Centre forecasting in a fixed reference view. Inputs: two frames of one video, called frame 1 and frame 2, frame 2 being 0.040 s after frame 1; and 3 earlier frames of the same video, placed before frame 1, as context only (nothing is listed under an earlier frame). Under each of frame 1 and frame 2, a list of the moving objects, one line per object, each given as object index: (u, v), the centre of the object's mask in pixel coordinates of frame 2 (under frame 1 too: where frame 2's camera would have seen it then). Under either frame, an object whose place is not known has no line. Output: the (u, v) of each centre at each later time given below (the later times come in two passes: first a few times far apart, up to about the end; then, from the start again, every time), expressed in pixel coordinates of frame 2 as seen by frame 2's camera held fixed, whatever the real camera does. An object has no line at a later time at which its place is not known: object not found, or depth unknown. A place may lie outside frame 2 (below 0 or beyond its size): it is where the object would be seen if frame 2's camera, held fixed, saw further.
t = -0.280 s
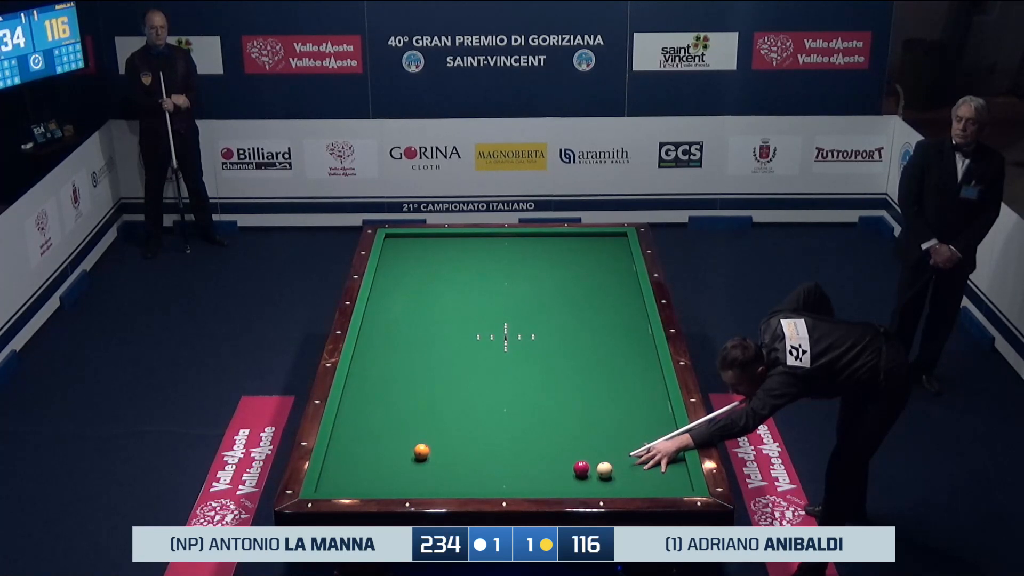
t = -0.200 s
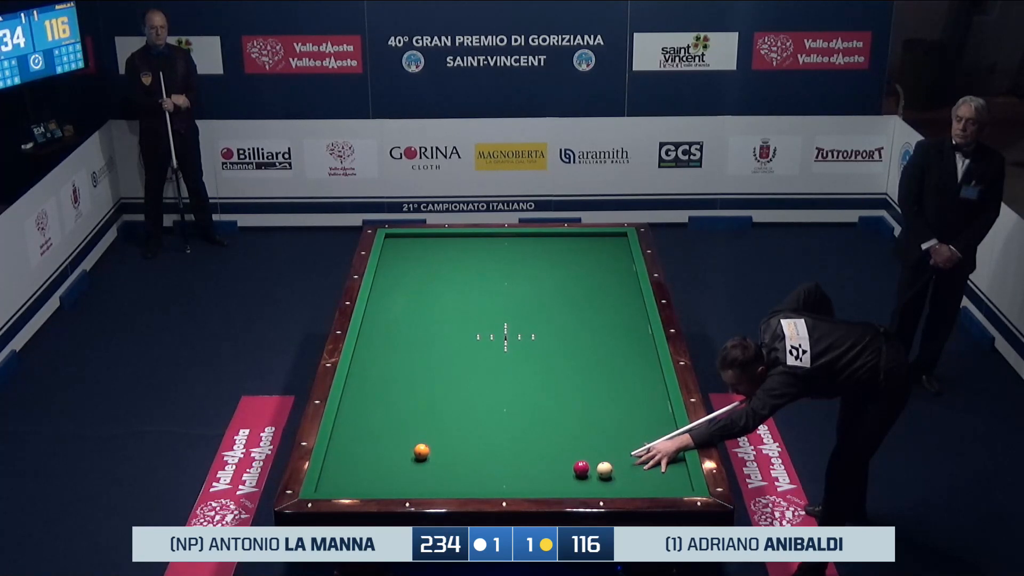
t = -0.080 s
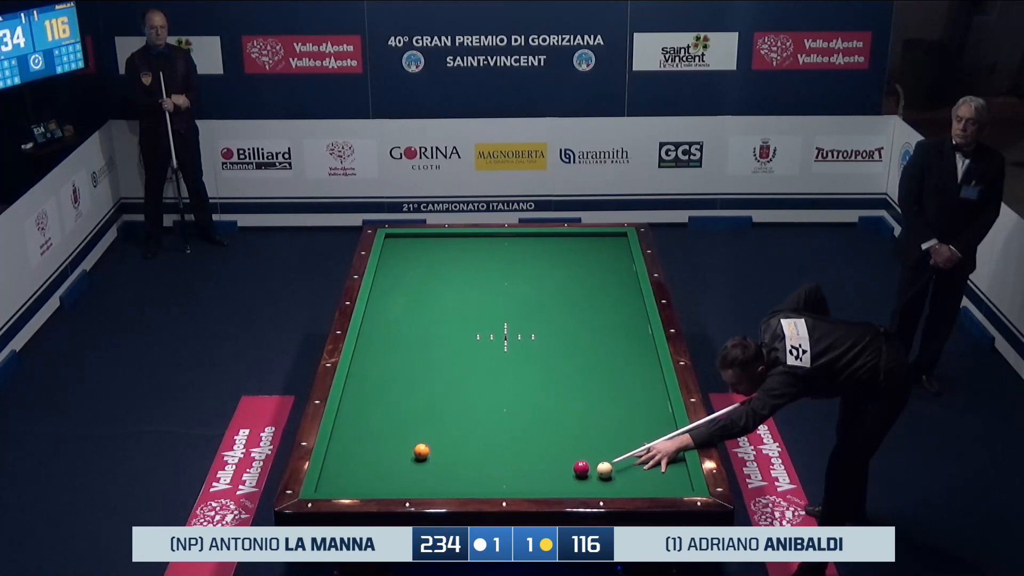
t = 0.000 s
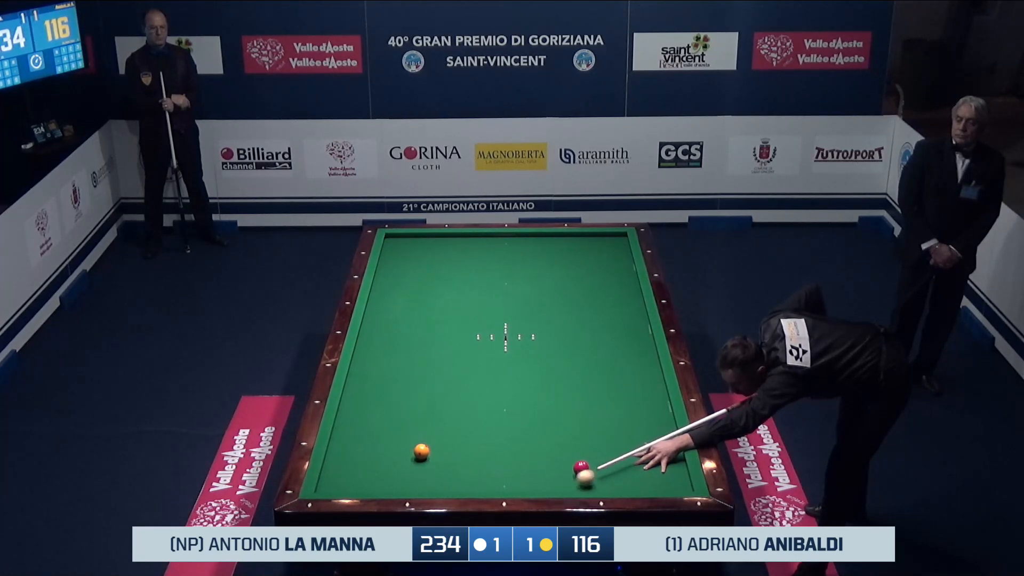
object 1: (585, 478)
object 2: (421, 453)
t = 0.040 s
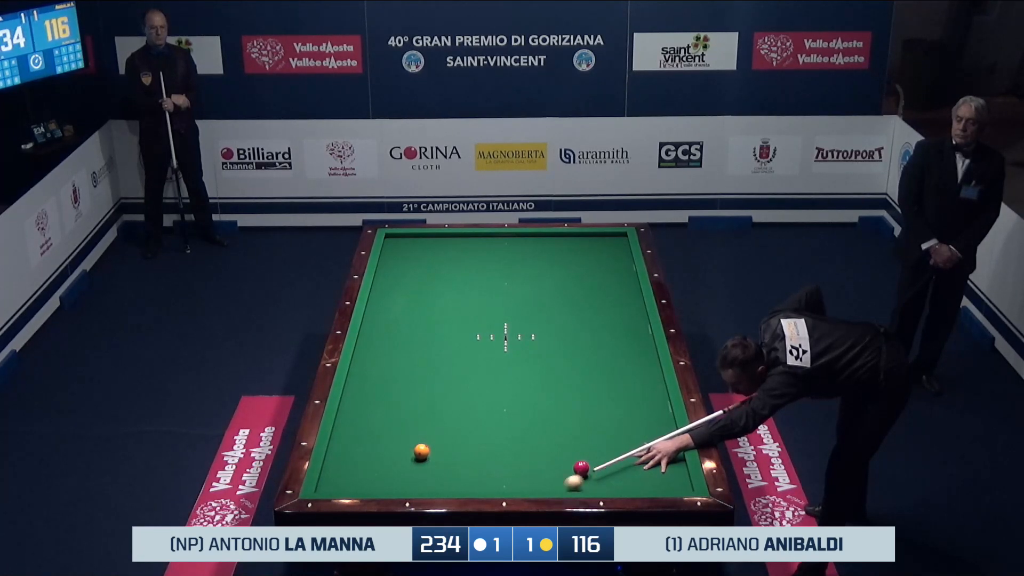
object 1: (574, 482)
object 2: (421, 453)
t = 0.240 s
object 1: (521, 477)
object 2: (421, 453)
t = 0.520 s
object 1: (453, 459)
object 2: (421, 453)
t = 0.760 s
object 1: (430, 453)
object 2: (389, 445)
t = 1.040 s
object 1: (415, 448)
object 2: (347, 436)
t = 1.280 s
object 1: (403, 443)
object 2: (356, 431)
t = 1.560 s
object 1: (390, 438)
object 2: (379, 426)
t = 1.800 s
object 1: (379, 434)
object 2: (399, 422)
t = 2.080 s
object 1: (367, 430)
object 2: (421, 417)
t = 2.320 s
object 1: (358, 426)
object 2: (439, 413)
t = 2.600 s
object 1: (347, 423)
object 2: (459, 409)
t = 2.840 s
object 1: (343, 419)
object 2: (475, 405)
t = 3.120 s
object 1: (350, 414)
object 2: (493, 401)
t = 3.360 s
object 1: (354, 410)
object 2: (508, 398)
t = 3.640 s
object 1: (359, 405)
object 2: (525, 394)
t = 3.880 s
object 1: (363, 402)
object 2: (538, 391)
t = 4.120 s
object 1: (367, 399)
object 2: (550, 388)
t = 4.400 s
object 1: (371, 395)
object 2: (564, 385)
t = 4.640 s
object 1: (374, 393)
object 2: (575, 382)
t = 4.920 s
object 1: (377, 390)
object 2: (588, 380)
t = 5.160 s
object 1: (380, 388)
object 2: (598, 377)
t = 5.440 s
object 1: (382, 386)
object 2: (608, 374)
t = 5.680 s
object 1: (384, 384)
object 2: (617, 372)
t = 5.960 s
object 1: (386, 383)
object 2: (627, 370)
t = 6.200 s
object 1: (387, 381)
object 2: (634, 369)
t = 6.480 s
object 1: (388, 380)
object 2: (643, 367)
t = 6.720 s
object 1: (389, 380)
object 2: (650, 365)
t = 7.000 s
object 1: (390, 380)
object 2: (653, 364)
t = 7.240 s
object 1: (390, 380)
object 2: (649, 363)
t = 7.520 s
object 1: (390, 380)
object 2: (646, 363)
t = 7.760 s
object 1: (390, 380)
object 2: (643, 362)
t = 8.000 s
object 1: (390, 380)
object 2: (641, 362)
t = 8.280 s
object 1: (390, 380)
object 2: (640, 362)
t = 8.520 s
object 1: (390, 380)
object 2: (639, 361)
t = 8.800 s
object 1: (390, 380)
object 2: (639, 361)
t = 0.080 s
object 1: (563, 486)
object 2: (421, 452)
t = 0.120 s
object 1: (552, 485)
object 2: (421, 453)
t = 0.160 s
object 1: (541, 483)
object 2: (421, 453)
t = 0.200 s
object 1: (531, 480)
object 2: (421, 453)
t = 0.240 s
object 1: (521, 477)
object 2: (421, 453)
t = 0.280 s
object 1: (511, 475)
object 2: (421, 452)
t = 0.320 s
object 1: (501, 473)
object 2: (421, 453)
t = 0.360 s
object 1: (491, 470)
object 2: (421, 453)
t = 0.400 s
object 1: (481, 467)
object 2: (421, 453)
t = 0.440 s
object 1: (472, 465)
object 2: (421, 453)
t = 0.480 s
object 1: (462, 462)
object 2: (421, 453)
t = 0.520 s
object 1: (453, 459)
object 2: (421, 453)
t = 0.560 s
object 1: (443, 457)
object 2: (421, 453)
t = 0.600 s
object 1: (435, 455)
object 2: (420, 452)
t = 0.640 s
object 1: (435, 455)
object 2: (412, 450)
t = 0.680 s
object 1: (434, 454)
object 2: (404, 448)
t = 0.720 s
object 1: (432, 453)
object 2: (396, 447)
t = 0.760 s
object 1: (430, 453)
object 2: (389, 445)
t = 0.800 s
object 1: (428, 452)
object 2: (383, 444)
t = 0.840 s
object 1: (426, 451)
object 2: (377, 443)
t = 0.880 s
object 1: (424, 450)
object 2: (371, 442)
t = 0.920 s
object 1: (422, 449)
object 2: (365, 440)
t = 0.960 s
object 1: (419, 449)
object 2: (359, 439)
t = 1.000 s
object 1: (417, 448)
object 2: (353, 438)
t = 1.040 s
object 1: (415, 448)
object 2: (347, 436)
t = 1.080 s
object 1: (414, 447)
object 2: (341, 435)
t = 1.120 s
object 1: (411, 446)
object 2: (339, 434)
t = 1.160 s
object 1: (409, 445)
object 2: (344, 433)
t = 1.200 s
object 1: (407, 444)
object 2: (348, 433)
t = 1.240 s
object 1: (405, 444)
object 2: (352, 432)
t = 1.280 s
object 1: (403, 443)
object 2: (356, 431)
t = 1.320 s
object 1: (401, 442)
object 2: (359, 430)
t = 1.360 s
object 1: (400, 441)
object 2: (363, 430)
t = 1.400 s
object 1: (397, 441)
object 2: (366, 429)
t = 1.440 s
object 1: (396, 440)
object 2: (370, 428)
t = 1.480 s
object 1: (394, 439)
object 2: (373, 427)
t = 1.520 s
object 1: (392, 439)
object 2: (376, 427)
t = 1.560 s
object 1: (390, 438)
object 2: (379, 426)
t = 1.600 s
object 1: (388, 437)
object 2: (383, 424)
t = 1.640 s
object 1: (386, 437)
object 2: (387, 423)
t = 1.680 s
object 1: (385, 436)
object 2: (390, 423)
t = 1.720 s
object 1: (383, 435)
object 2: (393, 423)
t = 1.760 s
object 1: (381, 435)
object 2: (396, 422)
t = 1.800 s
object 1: (379, 434)
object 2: (399, 422)
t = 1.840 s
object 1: (377, 433)
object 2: (403, 421)
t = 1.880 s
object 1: (376, 433)
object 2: (406, 420)
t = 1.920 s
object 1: (374, 432)
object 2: (409, 420)
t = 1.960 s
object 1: (372, 432)
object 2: (412, 419)
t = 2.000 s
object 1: (371, 431)
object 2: (415, 418)
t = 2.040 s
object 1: (369, 430)
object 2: (418, 417)
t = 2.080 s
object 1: (367, 430)
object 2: (421, 417)
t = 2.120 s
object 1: (366, 429)
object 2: (424, 416)
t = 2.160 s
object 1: (364, 429)
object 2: (427, 416)
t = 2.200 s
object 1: (362, 428)
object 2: (430, 415)
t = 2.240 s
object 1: (361, 427)
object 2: (434, 414)
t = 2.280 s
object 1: (359, 427)
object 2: (436, 414)
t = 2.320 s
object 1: (358, 426)
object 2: (439, 413)
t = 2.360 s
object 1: (356, 426)
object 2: (442, 412)
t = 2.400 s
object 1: (355, 425)
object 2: (445, 412)
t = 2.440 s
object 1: (353, 425)
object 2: (448, 411)
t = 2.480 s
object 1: (352, 424)
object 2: (451, 411)
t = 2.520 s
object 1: (350, 424)
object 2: (454, 410)
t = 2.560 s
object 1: (349, 423)
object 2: (456, 409)
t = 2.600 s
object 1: (347, 423)
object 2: (459, 409)
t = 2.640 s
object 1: (346, 422)
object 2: (462, 408)
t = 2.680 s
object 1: (345, 421)
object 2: (465, 408)
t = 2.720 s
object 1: (343, 421)
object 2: (467, 407)
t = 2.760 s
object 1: (342, 420)
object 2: (470, 406)
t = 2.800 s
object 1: (342, 420)
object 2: (473, 406)
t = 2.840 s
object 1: (343, 419)
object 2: (475, 405)
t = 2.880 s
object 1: (344, 418)
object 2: (478, 404)
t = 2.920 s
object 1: (345, 417)
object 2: (481, 404)
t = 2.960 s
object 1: (346, 416)
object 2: (483, 403)
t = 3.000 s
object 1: (347, 416)
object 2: (486, 403)
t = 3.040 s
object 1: (348, 415)
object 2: (488, 402)
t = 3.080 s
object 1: (349, 414)
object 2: (491, 402)
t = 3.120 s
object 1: (350, 414)
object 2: (493, 401)
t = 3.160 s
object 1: (350, 413)
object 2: (496, 401)
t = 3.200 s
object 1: (351, 412)
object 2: (498, 400)
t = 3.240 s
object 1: (352, 412)
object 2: (501, 400)
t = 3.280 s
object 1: (353, 411)
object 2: (503, 399)
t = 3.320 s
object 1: (353, 410)
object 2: (506, 398)
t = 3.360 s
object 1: (354, 410)
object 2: (508, 398)
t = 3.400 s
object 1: (355, 409)
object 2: (511, 397)
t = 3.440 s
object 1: (356, 408)
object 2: (513, 397)
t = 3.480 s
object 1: (356, 408)
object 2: (515, 396)
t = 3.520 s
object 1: (357, 407)
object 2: (518, 396)
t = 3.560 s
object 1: (358, 407)
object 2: (520, 395)
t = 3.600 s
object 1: (358, 406)
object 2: (522, 395)
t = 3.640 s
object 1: (359, 405)
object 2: (525, 394)
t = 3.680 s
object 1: (360, 405)
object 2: (527, 394)
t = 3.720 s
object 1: (361, 404)
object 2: (529, 393)
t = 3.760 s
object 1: (361, 403)
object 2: (531, 393)
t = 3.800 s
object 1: (362, 403)
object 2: (533, 392)
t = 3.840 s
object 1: (362, 402)
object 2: (536, 392)
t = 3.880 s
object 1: (363, 402)
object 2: (538, 391)
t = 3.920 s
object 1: (364, 401)
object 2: (540, 391)
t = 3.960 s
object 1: (364, 401)
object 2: (542, 390)
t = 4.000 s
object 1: (365, 400)
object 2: (544, 390)
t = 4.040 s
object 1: (365, 400)
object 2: (546, 389)
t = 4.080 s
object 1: (366, 399)
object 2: (549, 389)
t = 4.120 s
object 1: (367, 399)
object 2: (550, 388)
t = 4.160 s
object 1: (367, 398)
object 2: (552, 388)
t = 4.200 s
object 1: (368, 398)
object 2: (555, 387)
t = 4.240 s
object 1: (368, 397)
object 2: (556, 387)
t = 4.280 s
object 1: (369, 397)
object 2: (558, 386)
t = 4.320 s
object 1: (369, 396)
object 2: (560, 386)
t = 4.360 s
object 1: (370, 396)
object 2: (562, 386)
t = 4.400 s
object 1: (371, 395)
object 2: (564, 385)
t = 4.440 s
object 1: (371, 395)
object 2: (566, 385)
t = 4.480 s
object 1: (372, 394)
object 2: (568, 384)
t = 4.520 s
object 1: (372, 394)
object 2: (570, 384)
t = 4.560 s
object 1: (373, 394)
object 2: (572, 383)
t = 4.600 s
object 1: (373, 393)
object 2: (573, 383)
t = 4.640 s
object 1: (374, 393)
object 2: (575, 382)
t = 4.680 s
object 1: (374, 392)
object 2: (577, 382)
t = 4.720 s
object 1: (375, 392)
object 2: (579, 382)
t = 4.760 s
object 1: (375, 391)
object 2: (581, 381)
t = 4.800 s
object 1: (376, 391)
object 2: (582, 381)
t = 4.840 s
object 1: (376, 391)
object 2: (584, 380)
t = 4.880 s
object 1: (376, 390)
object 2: (586, 380)
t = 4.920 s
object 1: (377, 390)
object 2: (588, 380)
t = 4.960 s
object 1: (377, 390)
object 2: (589, 379)
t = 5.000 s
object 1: (378, 389)
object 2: (591, 379)
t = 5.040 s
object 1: (378, 389)
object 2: (593, 378)
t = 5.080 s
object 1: (379, 389)
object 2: (594, 378)
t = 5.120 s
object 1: (379, 388)
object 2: (596, 377)
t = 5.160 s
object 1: (380, 388)
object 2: (598, 377)
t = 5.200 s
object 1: (380, 388)
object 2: (599, 377)
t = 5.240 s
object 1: (380, 387)
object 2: (601, 376)
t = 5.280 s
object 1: (381, 387)
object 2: (602, 376)
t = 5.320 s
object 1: (381, 387)
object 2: (604, 376)
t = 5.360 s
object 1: (381, 386)
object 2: (605, 375)
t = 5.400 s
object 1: (382, 386)
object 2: (607, 375)
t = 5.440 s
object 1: (382, 386)
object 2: (608, 374)
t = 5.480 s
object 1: (382, 386)
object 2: (610, 374)
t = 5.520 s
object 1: (383, 385)
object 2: (611, 374)
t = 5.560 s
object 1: (383, 385)
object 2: (613, 373)
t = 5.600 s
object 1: (384, 385)
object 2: (614, 373)
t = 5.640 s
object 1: (384, 384)
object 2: (616, 373)
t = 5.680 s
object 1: (384, 384)
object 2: (617, 372)
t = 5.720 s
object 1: (384, 384)
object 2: (619, 372)
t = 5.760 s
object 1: (385, 384)
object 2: (620, 372)
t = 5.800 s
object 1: (385, 383)
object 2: (622, 372)
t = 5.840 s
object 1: (385, 383)
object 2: (623, 371)
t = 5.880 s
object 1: (385, 383)
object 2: (624, 371)
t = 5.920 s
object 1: (386, 383)
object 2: (625, 371)
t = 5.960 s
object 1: (386, 383)
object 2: (627, 370)
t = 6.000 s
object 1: (386, 382)
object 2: (628, 370)
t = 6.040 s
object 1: (386, 382)
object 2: (630, 370)
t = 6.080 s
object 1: (387, 382)
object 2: (631, 369)
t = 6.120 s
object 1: (387, 382)
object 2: (632, 369)
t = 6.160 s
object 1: (387, 382)
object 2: (633, 369)
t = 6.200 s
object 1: (387, 381)
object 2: (634, 369)
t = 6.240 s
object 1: (387, 381)
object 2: (636, 368)
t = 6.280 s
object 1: (388, 381)
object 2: (637, 368)
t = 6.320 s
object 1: (388, 381)
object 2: (638, 368)
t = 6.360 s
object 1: (388, 381)
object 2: (639, 368)
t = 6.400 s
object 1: (388, 381)
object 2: (641, 367)
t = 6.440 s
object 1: (388, 380)
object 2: (642, 367)
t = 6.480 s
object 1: (388, 380)
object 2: (643, 367)
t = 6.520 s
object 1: (389, 380)
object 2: (644, 367)
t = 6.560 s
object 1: (389, 380)
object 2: (645, 366)
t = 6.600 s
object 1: (389, 380)
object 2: (646, 366)
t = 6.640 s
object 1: (389, 380)
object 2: (647, 366)
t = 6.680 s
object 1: (389, 380)
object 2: (648, 366)
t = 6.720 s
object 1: (389, 380)
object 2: (650, 365)
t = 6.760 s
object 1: (389, 380)
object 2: (650, 365)
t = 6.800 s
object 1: (389, 380)
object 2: (651, 365)
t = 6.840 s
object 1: (390, 380)
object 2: (652, 365)
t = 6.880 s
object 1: (390, 380)
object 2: (654, 364)
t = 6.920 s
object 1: (390, 380)
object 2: (654, 364)
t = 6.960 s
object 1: (390, 380)
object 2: (653, 364)
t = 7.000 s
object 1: (390, 380)
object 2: (653, 364)
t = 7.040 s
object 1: (390, 380)
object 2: (652, 364)
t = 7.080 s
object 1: (390, 380)
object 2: (652, 364)
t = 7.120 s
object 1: (390, 380)
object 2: (651, 363)
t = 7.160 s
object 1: (390, 380)
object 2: (650, 364)
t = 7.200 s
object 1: (390, 380)
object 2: (650, 363)
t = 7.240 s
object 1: (390, 380)
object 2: (649, 363)
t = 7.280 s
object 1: (390, 380)
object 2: (649, 363)
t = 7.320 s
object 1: (390, 380)
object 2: (648, 363)
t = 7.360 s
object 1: (390, 380)
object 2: (648, 363)
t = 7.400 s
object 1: (390, 380)
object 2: (647, 363)
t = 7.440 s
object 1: (390, 380)
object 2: (647, 363)
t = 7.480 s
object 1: (390, 380)
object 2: (646, 363)
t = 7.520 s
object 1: (390, 380)
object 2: (646, 363)
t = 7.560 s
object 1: (390, 380)
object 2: (645, 362)
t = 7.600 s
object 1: (390, 380)
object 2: (645, 362)
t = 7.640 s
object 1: (390, 380)
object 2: (644, 362)
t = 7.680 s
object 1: (390, 380)
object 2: (644, 362)
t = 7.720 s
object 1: (390, 380)
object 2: (644, 362)
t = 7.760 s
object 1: (390, 380)
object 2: (643, 362)
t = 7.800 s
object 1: (390, 380)
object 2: (643, 362)
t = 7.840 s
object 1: (390, 380)
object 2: (643, 362)
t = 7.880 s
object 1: (390, 380)
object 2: (642, 362)
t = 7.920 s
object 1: (390, 380)
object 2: (642, 362)
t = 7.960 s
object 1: (390, 380)
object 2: (642, 362)
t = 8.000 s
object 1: (390, 380)
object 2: (641, 362)
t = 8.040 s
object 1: (390, 380)
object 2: (641, 362)
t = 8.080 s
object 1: (390, 380)
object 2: (641, 362)
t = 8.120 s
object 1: (390, 380)
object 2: (641, 362)
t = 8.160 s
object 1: (390, 380)
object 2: (640, 362)
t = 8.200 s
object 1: (390, 380)
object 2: (640, 362)
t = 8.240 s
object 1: (390, 380)
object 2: (640, 362)
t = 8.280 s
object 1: (390, 380)
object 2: (640, 362)
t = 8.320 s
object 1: (390, 380)
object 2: (640, 362)
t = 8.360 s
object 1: (390, 380)
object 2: (640, 362)
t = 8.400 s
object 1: (390, 380)
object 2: (639, 362)
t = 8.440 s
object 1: (390, 380)
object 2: (639, 362)
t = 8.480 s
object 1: (390, 380)
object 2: (639, 361)
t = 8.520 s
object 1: (390, 380)
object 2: (639, 361)
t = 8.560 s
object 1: (390, 380)
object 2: (639, 362)
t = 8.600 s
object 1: (390, 380)
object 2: (639, 362)
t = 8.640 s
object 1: (390, 380)
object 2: (639, 362)
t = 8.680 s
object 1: (390, 380)
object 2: (639, 362)
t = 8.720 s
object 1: (390, 380)
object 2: (639, 361)
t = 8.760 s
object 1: (390, 380)
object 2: (639, 361)
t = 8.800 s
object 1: (390, 380)
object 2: (639, 361)
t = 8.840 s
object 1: (390, 380)
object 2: (639, 361)
